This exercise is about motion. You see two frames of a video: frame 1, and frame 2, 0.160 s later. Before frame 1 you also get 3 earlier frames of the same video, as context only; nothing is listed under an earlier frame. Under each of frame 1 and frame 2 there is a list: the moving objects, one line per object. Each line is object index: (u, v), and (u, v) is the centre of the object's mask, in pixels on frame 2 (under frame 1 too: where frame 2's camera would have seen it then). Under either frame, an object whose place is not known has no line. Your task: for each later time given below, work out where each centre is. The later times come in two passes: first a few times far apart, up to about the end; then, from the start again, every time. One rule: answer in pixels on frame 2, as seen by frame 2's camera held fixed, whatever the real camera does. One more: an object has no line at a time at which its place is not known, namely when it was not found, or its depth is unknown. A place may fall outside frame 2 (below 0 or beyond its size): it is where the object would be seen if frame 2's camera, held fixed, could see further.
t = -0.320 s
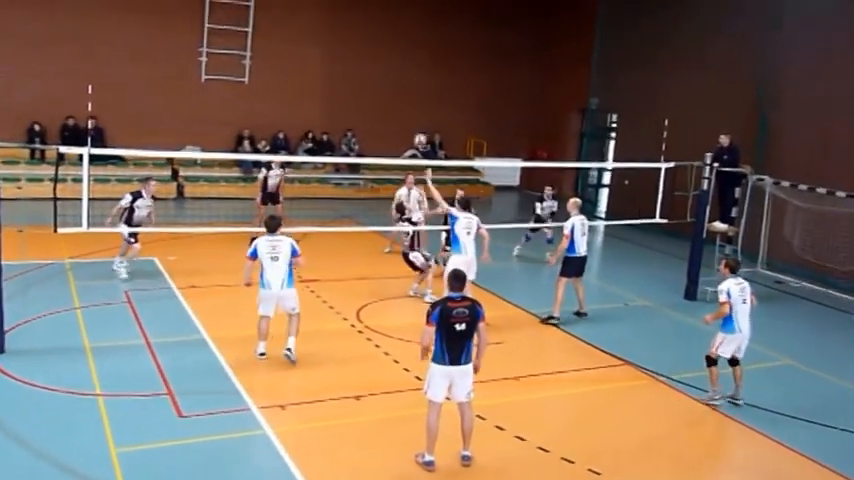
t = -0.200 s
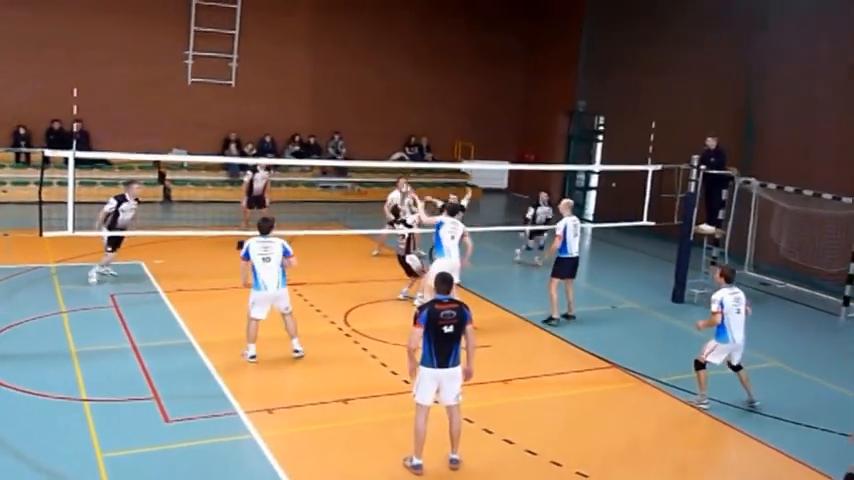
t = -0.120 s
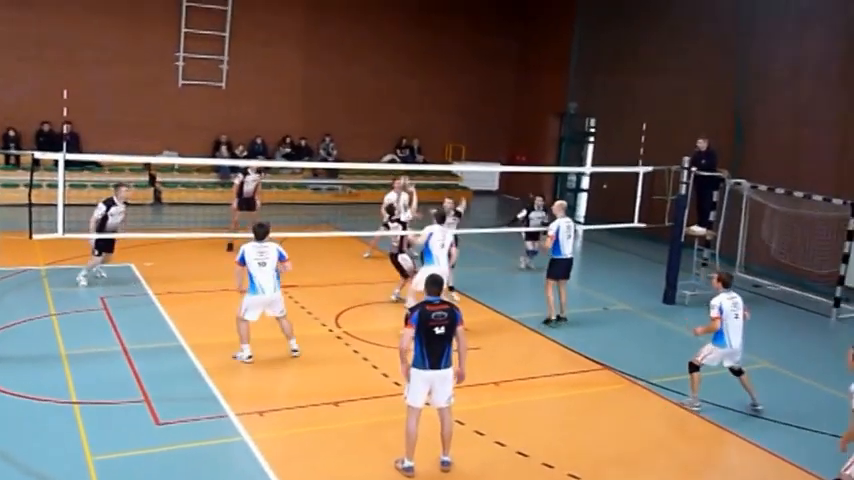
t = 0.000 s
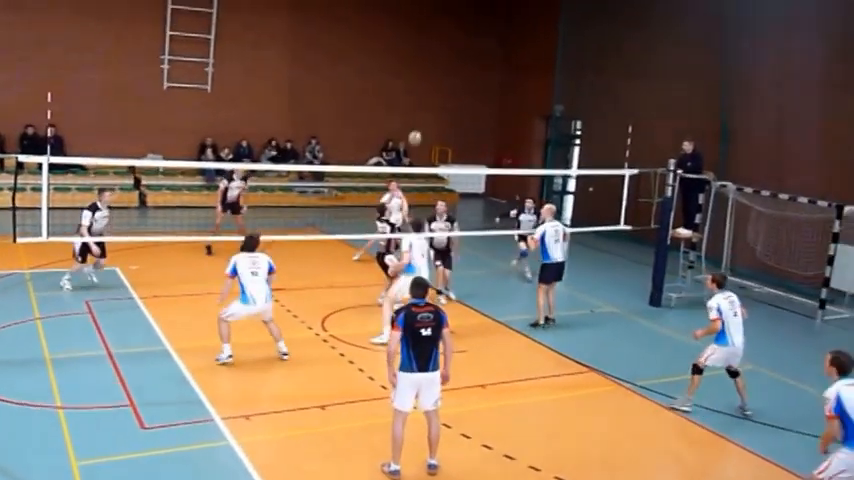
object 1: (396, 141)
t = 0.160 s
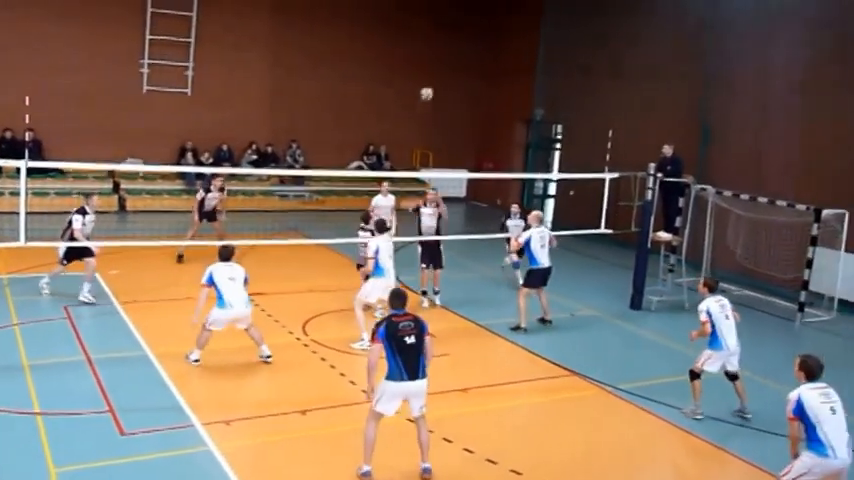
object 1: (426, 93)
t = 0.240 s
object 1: (440, 76)
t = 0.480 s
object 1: (479, 48)
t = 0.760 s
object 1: (516, 59)
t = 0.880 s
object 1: (529, 78)
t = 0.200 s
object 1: (434, 84)
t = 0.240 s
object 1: (440, 76)
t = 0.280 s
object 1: (447, 69)
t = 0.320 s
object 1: (454, 62)
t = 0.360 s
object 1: (460, 57)
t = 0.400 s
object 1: (466, 53)
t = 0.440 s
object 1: (473, 50)
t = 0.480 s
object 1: (479, 48)
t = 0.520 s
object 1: (484, 47)
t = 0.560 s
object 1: (490, 47)
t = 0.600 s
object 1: (496, 48)
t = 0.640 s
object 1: (501, 49)
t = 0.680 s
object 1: (506, 52)
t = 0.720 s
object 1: (511, 55)
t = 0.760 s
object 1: (516, 59)
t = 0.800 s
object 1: (520, 65)
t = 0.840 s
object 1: (525, 71)
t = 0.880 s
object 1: (529, 78)
